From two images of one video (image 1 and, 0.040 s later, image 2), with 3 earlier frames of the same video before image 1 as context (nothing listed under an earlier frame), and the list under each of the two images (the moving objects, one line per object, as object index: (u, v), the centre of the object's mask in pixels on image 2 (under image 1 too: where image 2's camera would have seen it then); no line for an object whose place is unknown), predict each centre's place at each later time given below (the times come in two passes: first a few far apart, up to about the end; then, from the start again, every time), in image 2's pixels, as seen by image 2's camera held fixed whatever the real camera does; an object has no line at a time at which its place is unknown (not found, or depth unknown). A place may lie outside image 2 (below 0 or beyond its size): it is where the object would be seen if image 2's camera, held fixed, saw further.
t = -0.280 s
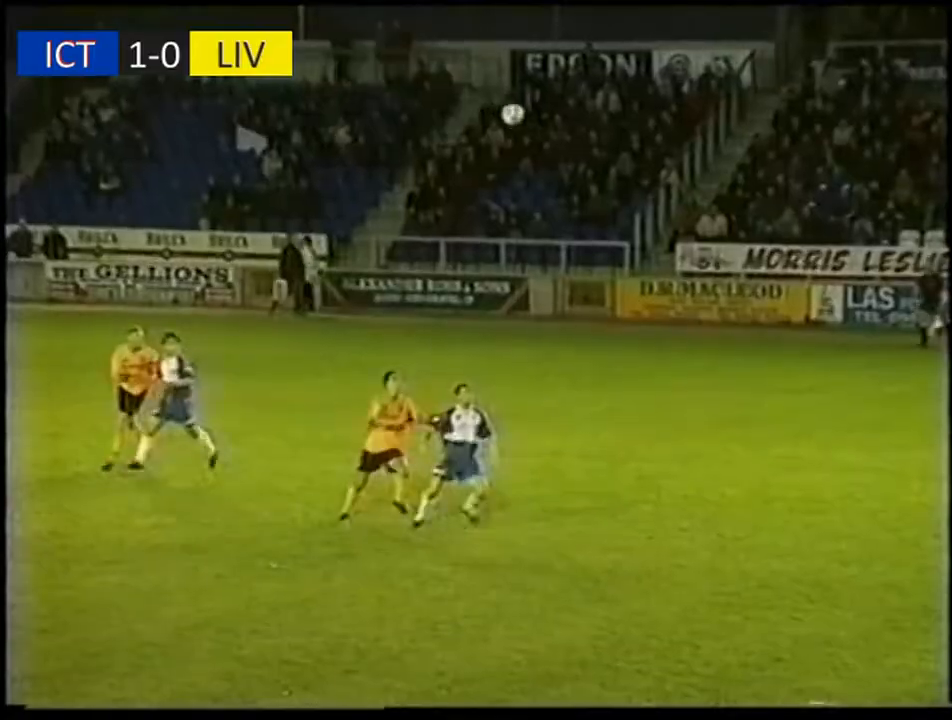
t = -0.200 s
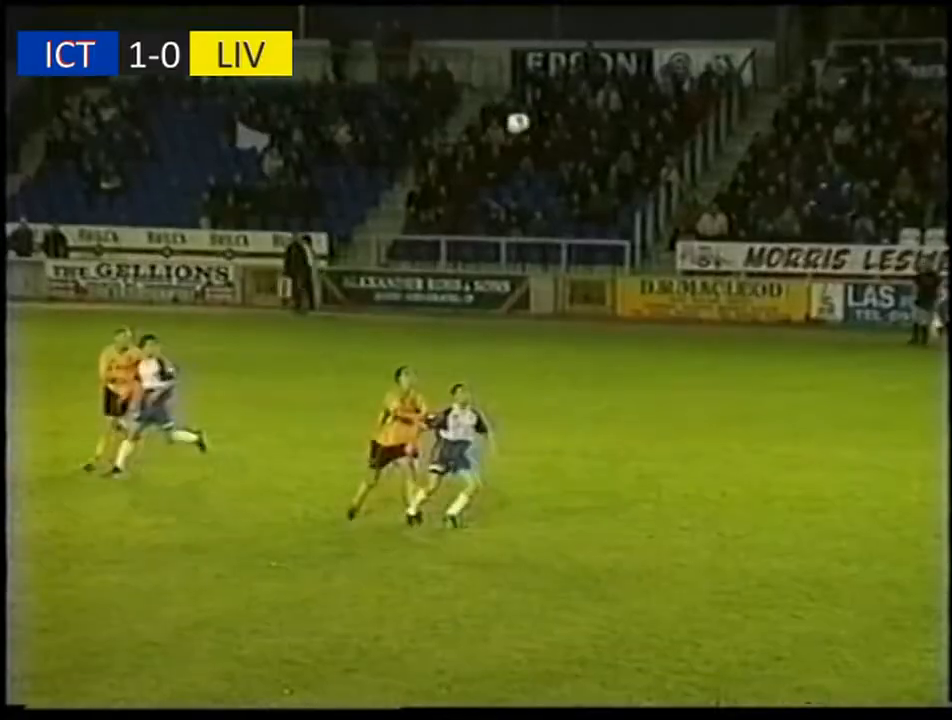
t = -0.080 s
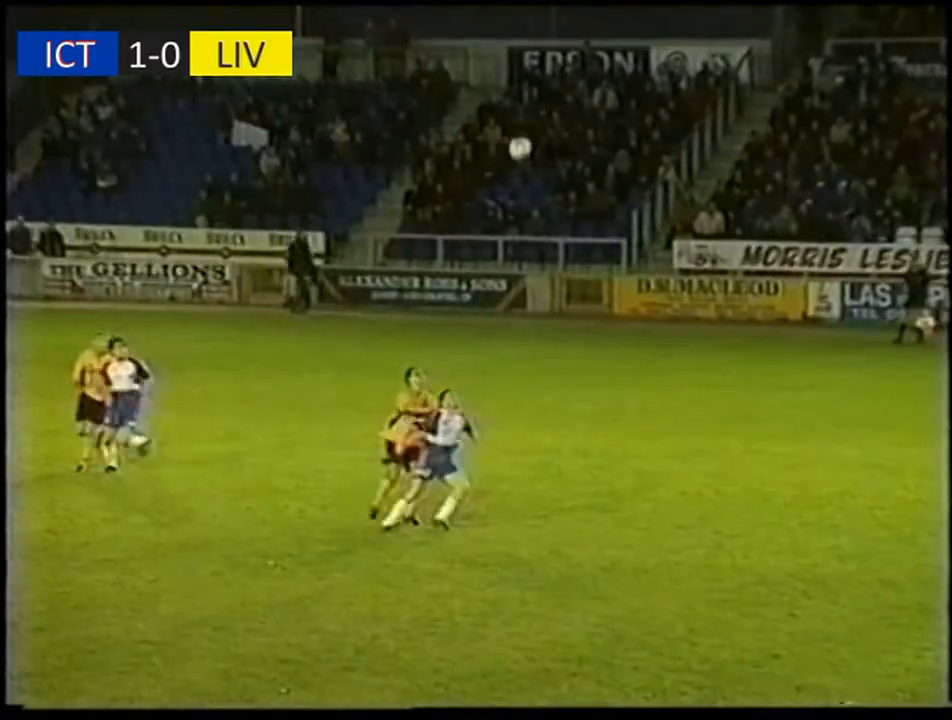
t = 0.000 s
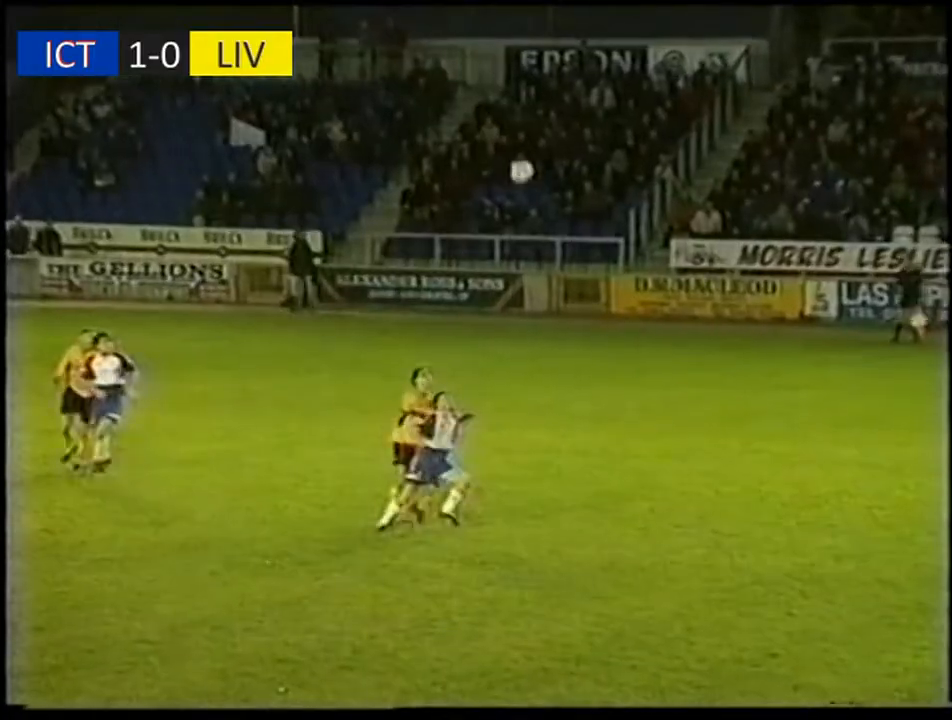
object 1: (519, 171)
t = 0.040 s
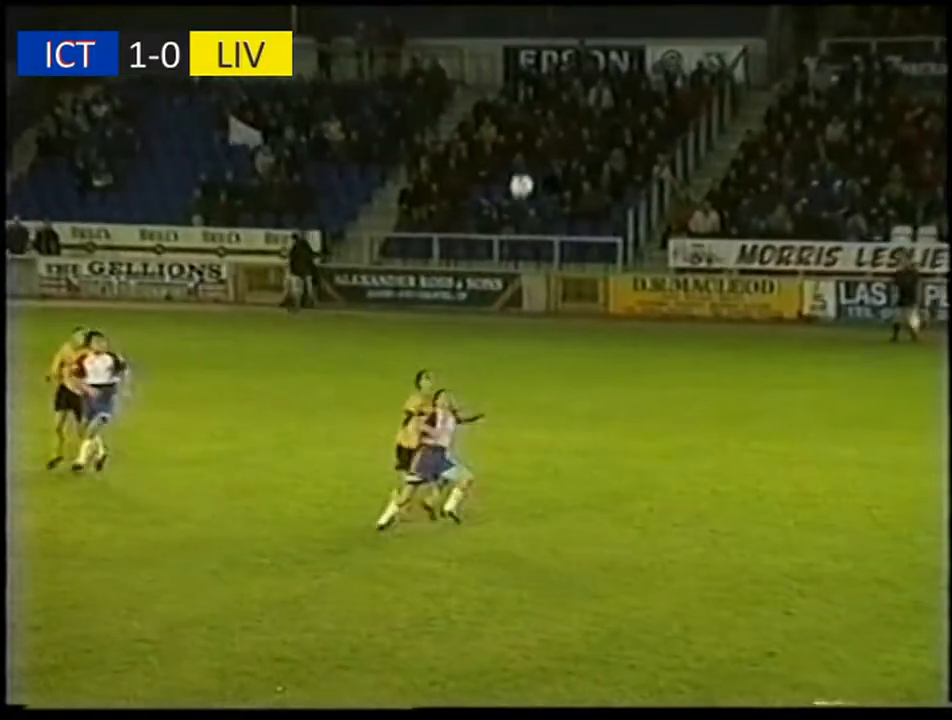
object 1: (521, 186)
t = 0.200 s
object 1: (530, 258)
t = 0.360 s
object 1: (540, 353)
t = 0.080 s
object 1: (524, 201)
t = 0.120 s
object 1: (526, 219)
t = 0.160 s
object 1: (527, 238)
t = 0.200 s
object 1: (530, 258)
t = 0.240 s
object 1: (533, 279)
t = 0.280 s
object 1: (536, 302)
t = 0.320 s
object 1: (538, 327)
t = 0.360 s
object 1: (540, 353)
